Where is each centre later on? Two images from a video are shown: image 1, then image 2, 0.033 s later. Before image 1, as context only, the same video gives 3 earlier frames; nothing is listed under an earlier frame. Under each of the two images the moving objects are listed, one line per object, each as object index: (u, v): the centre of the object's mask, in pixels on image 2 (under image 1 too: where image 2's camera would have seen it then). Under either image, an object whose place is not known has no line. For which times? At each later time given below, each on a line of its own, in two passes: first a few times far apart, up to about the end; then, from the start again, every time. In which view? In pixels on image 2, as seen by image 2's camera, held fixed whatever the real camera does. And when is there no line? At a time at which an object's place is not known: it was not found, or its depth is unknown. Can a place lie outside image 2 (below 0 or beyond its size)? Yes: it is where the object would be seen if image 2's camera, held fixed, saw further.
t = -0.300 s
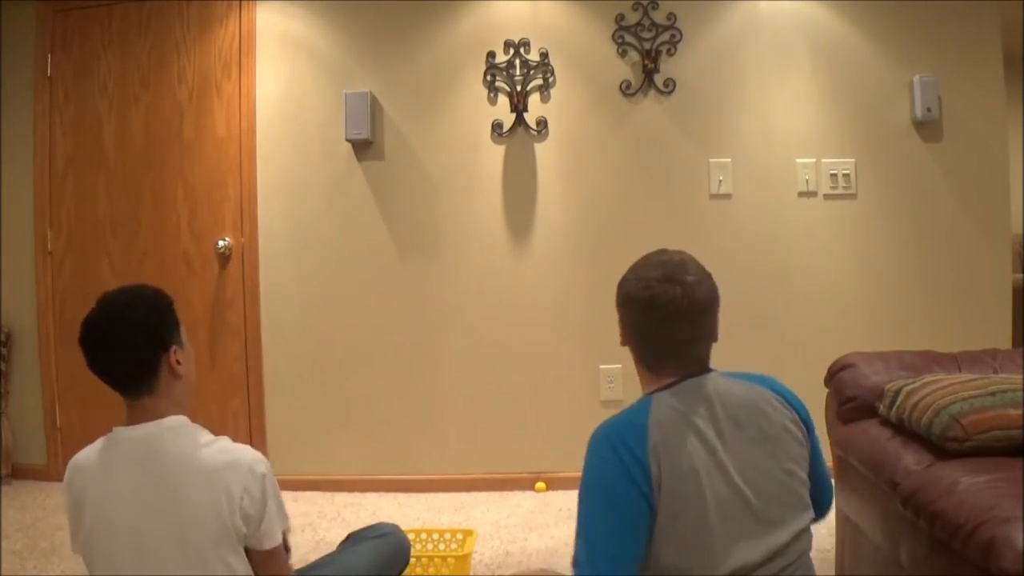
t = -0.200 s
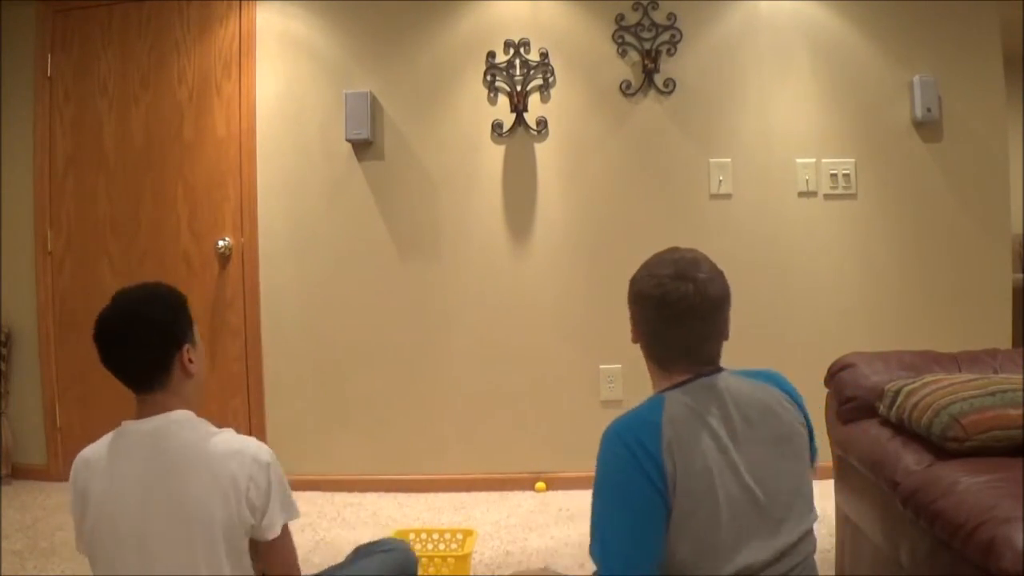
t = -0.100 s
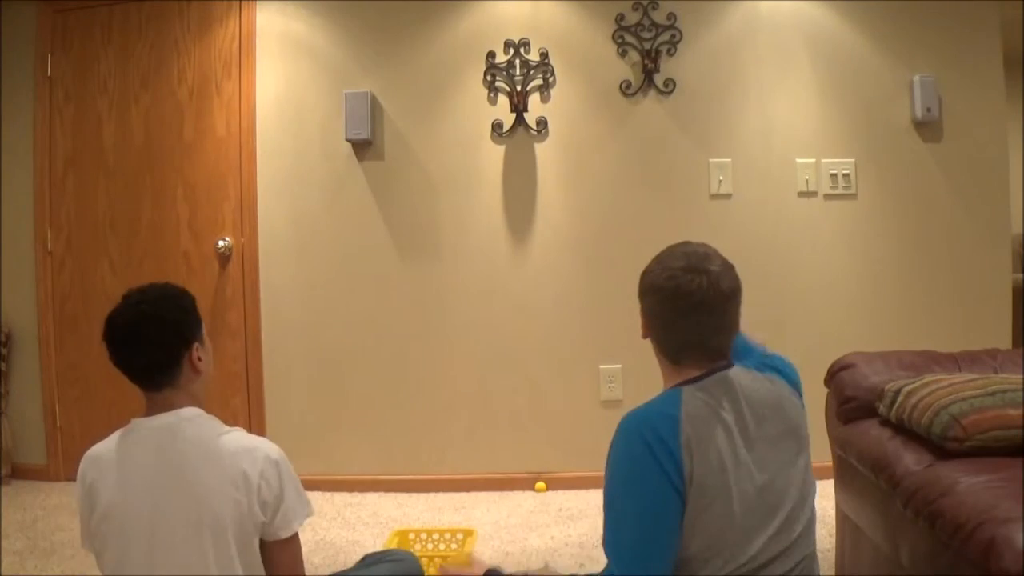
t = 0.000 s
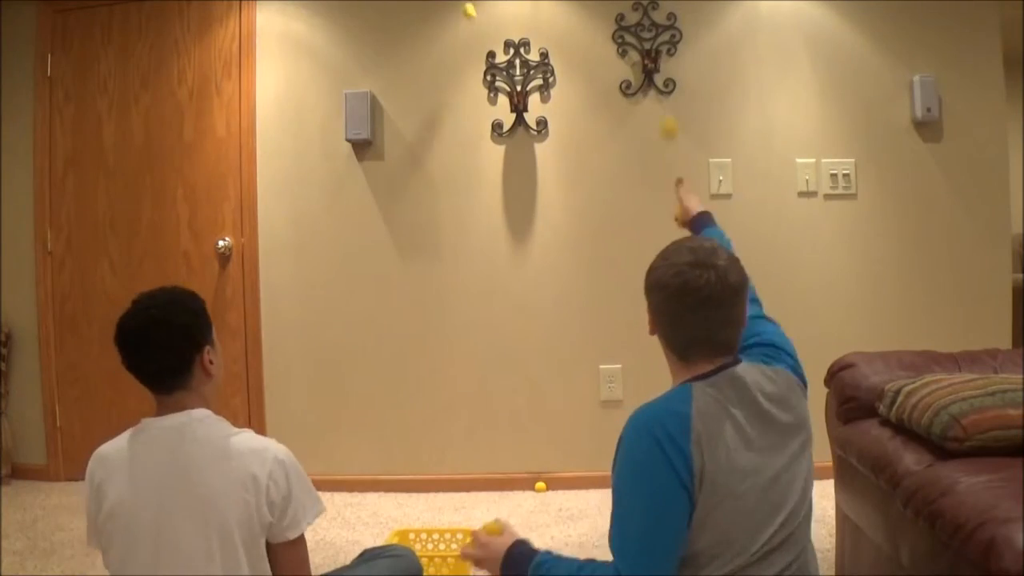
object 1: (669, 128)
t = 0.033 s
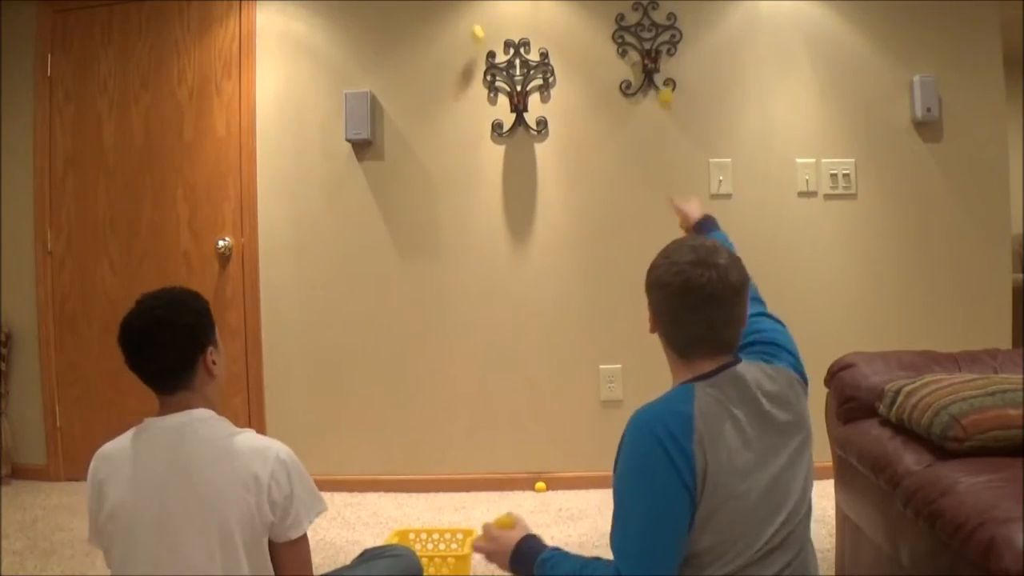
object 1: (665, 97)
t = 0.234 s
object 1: (653, 31)
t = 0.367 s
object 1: (650, 59)
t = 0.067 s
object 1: (663, 73)
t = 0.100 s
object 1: (659, 56)
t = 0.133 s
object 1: (657, 43)
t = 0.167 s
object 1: (656, 34)
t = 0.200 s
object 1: (654, 31)
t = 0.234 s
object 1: (653, 31)
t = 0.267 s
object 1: (652, 33)
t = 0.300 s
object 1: (650, 40)
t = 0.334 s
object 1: (650, 48)
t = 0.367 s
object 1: (650, 59)
